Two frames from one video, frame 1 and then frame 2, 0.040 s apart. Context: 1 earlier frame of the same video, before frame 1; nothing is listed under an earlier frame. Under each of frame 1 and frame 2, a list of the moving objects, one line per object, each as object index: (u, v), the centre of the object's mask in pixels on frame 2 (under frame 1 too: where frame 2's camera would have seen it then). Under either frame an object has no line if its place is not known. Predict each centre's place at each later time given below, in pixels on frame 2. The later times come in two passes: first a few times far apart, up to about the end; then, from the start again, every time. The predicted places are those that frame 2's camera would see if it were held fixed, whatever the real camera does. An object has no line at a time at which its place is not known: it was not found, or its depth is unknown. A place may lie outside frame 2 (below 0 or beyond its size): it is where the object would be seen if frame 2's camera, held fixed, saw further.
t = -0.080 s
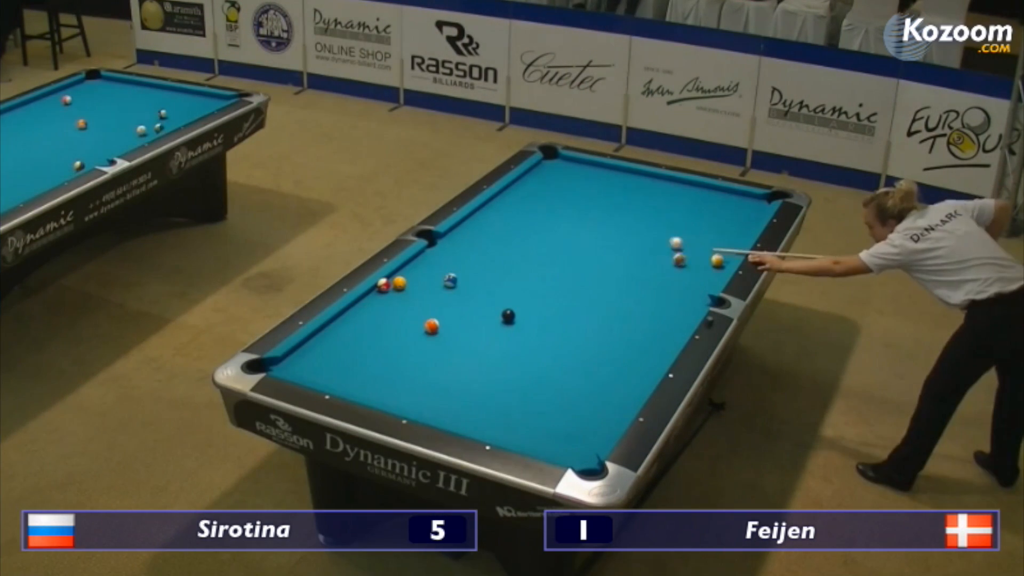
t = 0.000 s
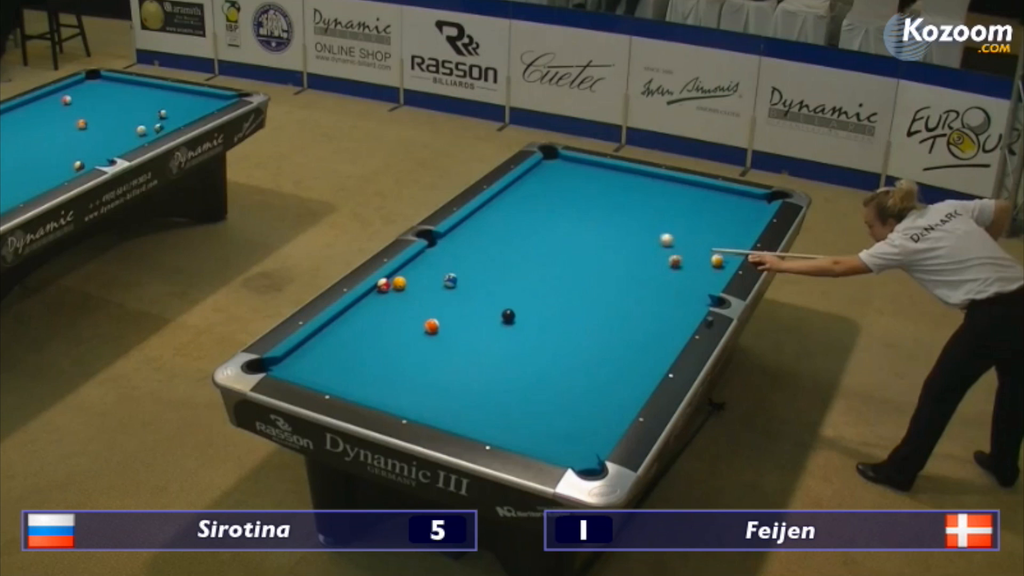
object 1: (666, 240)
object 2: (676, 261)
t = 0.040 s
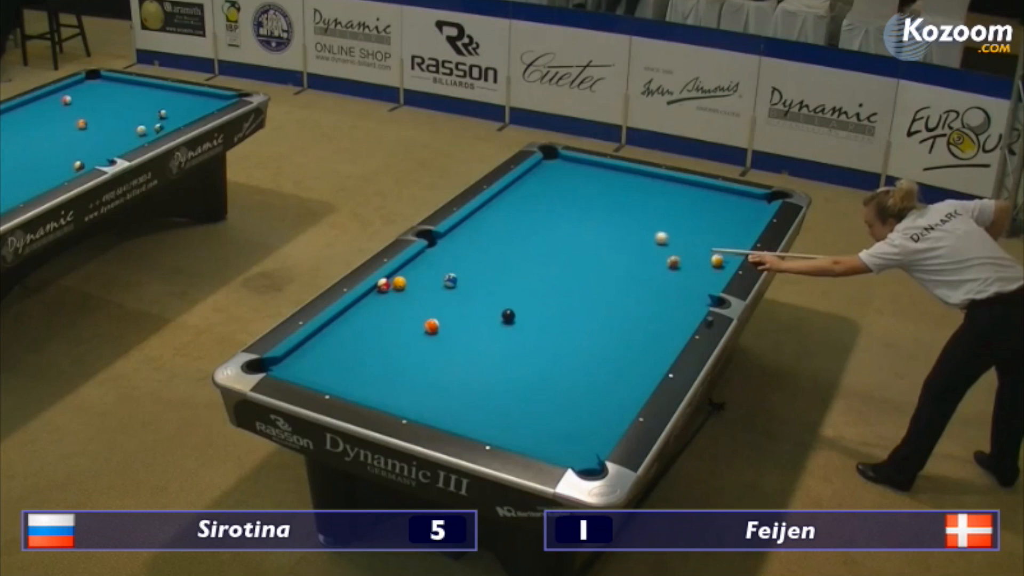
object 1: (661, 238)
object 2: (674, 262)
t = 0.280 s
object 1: (633, 228)
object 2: (659, 266)
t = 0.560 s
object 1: (603, 217)
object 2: (645, 270)
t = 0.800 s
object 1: (579, 209)
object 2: (634, 272)
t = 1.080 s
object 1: (552, 199)
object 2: (621, 276)
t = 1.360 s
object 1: (528, 191)
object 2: (609, 280)
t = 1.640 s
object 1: (519, 186)
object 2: (598, 282)
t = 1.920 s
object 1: (535, 187)
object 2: (588, 284)
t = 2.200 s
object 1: (551, 189)
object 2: (579, 287)
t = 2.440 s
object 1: (563, 190)
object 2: (573, 288)
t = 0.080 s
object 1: (657, 236)
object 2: (672, 263)
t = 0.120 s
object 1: (652, 234)
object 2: (669, 263)
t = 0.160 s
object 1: (647, 233)
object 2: (667, 264)
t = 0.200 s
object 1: (642, 231)
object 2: (664, 264)
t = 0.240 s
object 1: (638, 229)
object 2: (662, 265)
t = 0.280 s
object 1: (633, 228)
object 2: (659, 266)
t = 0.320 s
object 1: (629, 226)
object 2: (658, 267)
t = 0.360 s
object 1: (625, 225)
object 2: (656, 267)
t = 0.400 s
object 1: (620, 223)
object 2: (654, 268)
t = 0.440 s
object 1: (616, 222)
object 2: (651, 268)
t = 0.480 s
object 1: (612, 220)
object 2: (649, 268)
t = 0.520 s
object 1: (607, 219)
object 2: (648, 269)
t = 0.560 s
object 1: (603, 217)
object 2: (645, 270)
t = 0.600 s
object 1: (599, 216)
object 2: (643, 270)
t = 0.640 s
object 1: (595, 214)
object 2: (641, 271)
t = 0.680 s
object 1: (591, 213)
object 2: (640, 271)
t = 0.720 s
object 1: (587, 211)
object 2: (638, 272)
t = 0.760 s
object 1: (583, 210)
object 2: (636, 272)
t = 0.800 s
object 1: (579, 209)
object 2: (634, 272)
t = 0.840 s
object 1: (575, 207)
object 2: (632, 273)
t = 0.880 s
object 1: (571, 206)
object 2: (629, 274)
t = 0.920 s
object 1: (567, 204)
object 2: (627, 275)
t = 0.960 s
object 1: (563, 203)
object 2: (626, 276)
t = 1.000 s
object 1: (560, 202)
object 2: (624, 276)
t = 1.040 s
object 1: (556, 200)
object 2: (623, 276)
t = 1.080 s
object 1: (552, 199)
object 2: (621, 276)
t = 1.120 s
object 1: (549, 198)
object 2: (619, 276)
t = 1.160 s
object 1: (545, 197)
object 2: (617, 277)
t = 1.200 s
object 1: (542, 195)
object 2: (615, 277)
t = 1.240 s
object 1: (538, 194)
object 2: (613, 278)
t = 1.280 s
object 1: (535, 193)
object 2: (612, 279)
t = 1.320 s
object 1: (531, 192)
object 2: (610, 279)
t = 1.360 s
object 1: (528, 191)
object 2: (609, 280)
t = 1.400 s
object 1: (524, 189)
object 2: (608, 280)
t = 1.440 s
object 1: (521, 188)
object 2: (607, 280)
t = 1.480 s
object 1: (518, 187)
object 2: (605, 280)
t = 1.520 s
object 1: (515, 186)
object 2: (603, 281)
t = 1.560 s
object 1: (514, 185)
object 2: (601, 281)
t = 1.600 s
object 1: (516, 185)
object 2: (600, 281)
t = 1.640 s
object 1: (519, 186)
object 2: (598, 282)
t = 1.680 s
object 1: (521, 186)
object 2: (596, 282)
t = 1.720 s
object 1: (524, 186)
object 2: (595, 283)
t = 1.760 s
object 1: (526, 186)
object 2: (593, 284)
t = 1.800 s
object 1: (528, 187)
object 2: (592, 284)
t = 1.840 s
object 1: (531, 187)
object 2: (590, 284)
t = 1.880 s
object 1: (533, 187)
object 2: (590, 284)
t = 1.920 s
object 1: (535, 187)
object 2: (588, 284)
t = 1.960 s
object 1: (538, 187)
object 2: (587, 285)
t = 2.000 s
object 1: (540, 188)
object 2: (586, 285)
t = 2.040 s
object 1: (542, 188)
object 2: (585, 285)
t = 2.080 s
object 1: (544, 188)
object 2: (583, 285)
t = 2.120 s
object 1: (547, 188)
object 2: (582, 286)
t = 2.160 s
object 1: (549, 189)
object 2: (581, 286)
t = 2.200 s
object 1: (551, 189)
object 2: (579, 287)
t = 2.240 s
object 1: (553, 189)
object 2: (578, 287)
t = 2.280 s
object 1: (555, 189)
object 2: (577, 287)
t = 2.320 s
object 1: (557, 189)
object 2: (576, 287)
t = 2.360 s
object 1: (559, 190)
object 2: (575, 288)
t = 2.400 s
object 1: (561, 190)
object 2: (574, 288)
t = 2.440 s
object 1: (563, 190)
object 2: (573, 288)
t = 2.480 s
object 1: (565, 190)
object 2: (572, 288)
